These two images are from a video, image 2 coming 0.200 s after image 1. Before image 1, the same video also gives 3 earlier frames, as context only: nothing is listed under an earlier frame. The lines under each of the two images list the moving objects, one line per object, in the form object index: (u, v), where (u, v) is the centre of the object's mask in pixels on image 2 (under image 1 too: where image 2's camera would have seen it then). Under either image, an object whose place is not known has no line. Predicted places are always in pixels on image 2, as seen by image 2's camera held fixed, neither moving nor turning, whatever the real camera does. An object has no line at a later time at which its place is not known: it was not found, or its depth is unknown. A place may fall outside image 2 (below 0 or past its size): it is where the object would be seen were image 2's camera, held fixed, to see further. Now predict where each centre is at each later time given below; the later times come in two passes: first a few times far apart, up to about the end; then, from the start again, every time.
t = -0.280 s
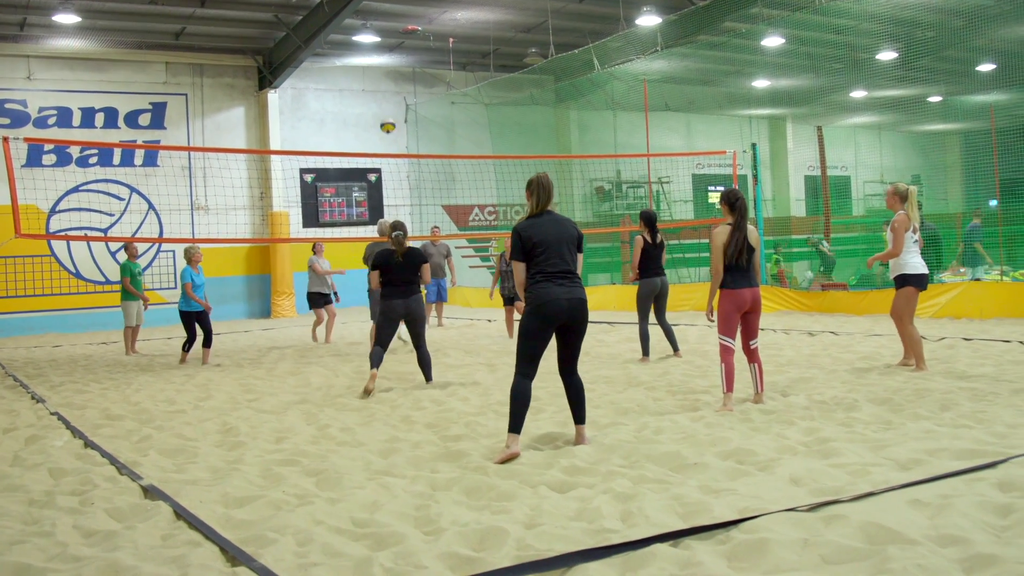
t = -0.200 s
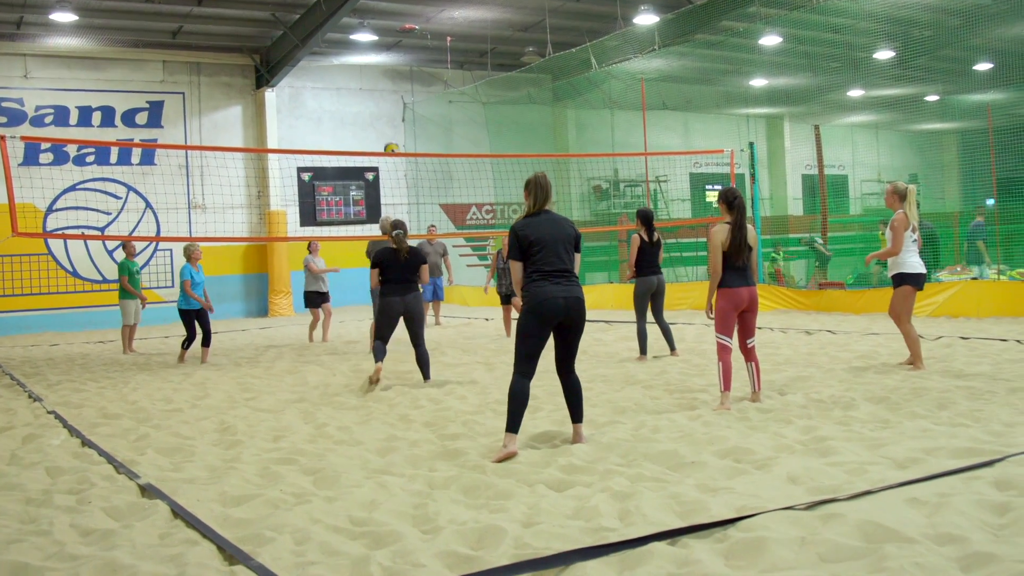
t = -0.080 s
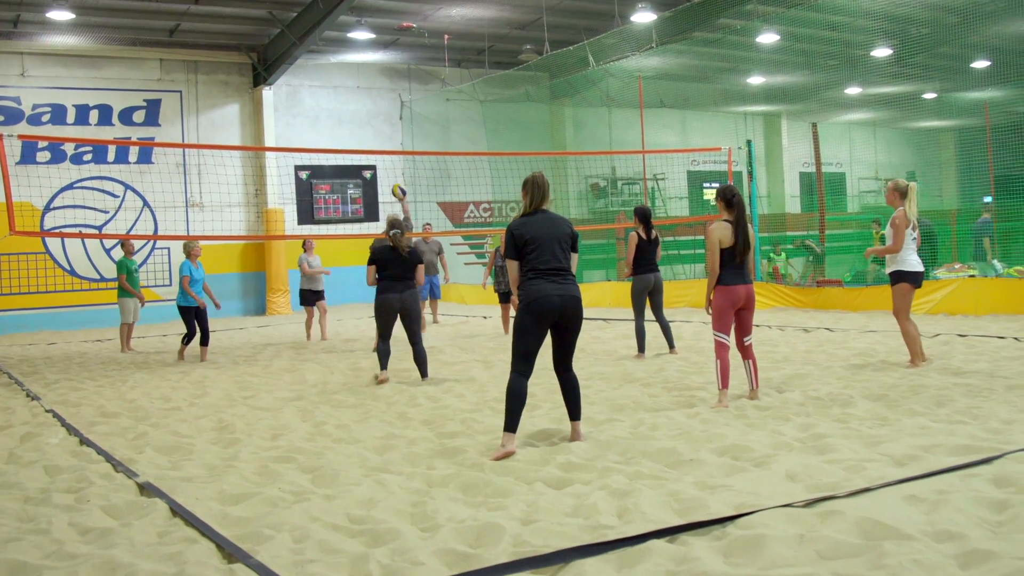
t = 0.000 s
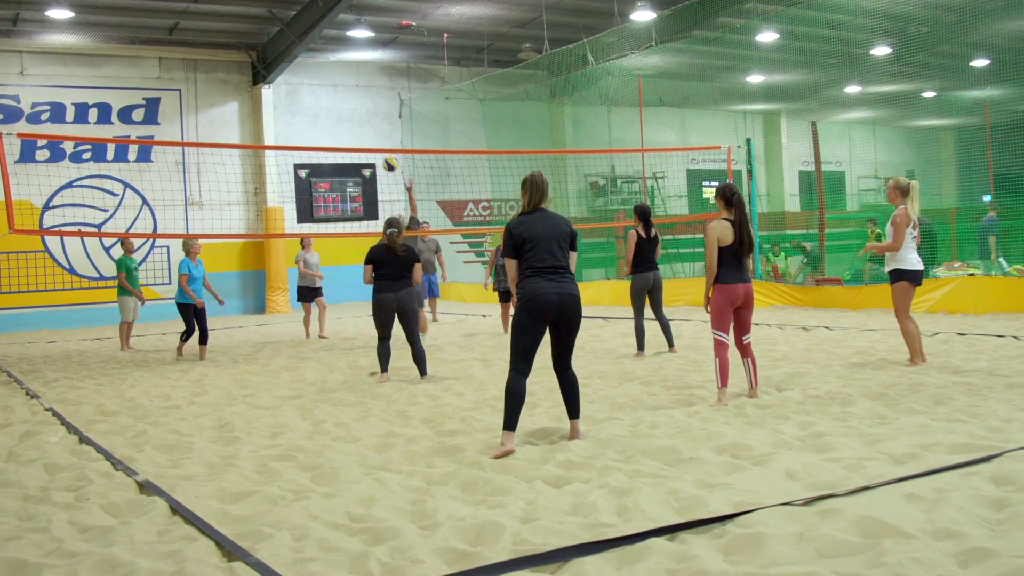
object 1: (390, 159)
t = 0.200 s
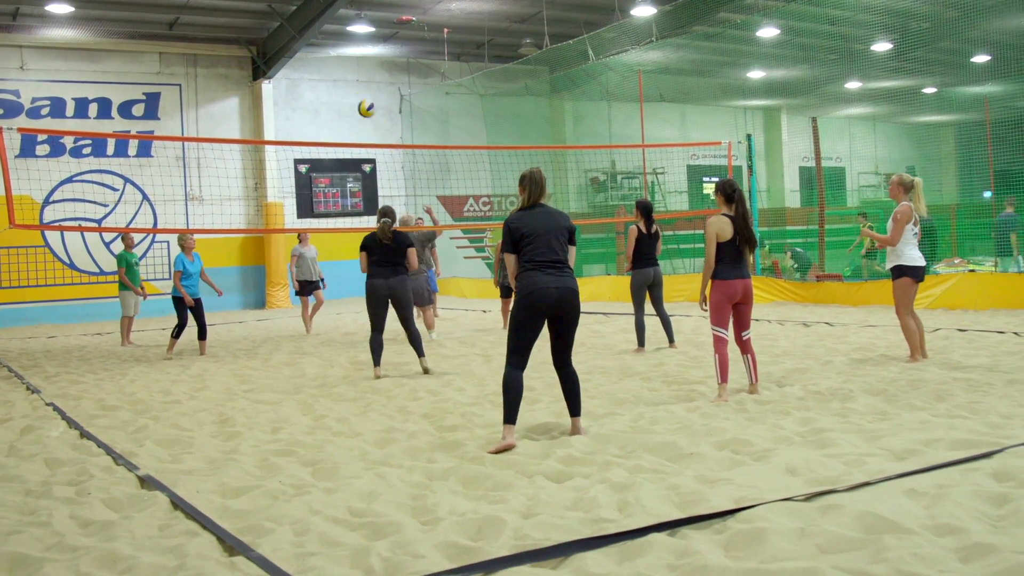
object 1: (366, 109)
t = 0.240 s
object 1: (360, 102)
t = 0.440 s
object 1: (331, 85)
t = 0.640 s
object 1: (295, 108)
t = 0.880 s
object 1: (238, 217)
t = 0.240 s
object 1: (360, 102)
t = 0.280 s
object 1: (355, 96)
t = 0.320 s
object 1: (350, 91)
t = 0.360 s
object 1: (344, 87)
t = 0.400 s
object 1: (337, 85)
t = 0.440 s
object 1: (331, 85)
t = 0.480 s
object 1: (324, 86)
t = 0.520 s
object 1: (317, 88)
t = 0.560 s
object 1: (309, 94)
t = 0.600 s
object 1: (303, 100)
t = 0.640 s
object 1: (295, 108)
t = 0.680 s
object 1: (286, 120)
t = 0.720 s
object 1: (277, 133)
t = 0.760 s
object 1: (269, 149)
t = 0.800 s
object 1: (259, 168)
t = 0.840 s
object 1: (250, 190)
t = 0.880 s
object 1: (238, 217)
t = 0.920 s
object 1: (229, 246)
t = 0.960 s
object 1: (217, 279)
